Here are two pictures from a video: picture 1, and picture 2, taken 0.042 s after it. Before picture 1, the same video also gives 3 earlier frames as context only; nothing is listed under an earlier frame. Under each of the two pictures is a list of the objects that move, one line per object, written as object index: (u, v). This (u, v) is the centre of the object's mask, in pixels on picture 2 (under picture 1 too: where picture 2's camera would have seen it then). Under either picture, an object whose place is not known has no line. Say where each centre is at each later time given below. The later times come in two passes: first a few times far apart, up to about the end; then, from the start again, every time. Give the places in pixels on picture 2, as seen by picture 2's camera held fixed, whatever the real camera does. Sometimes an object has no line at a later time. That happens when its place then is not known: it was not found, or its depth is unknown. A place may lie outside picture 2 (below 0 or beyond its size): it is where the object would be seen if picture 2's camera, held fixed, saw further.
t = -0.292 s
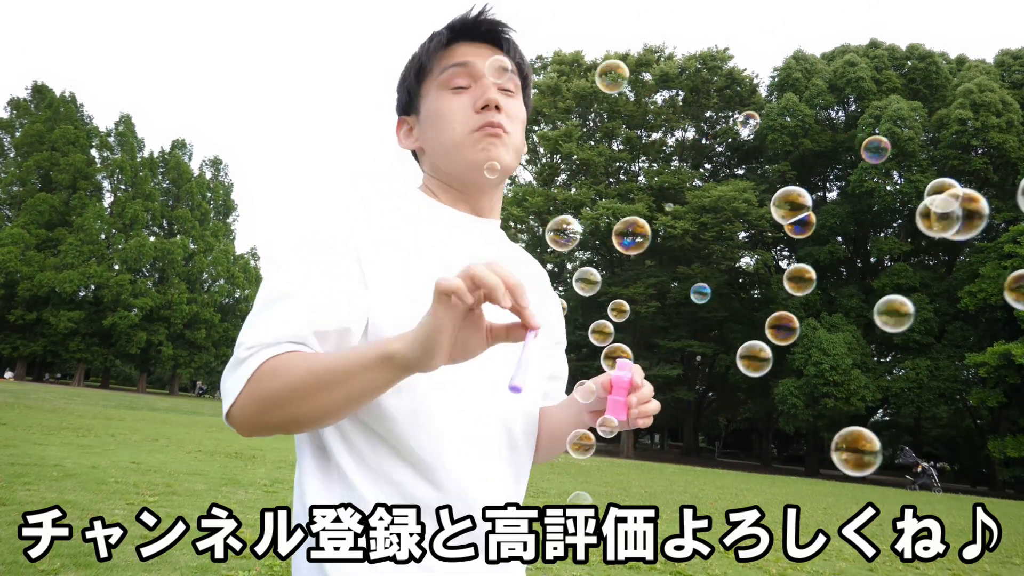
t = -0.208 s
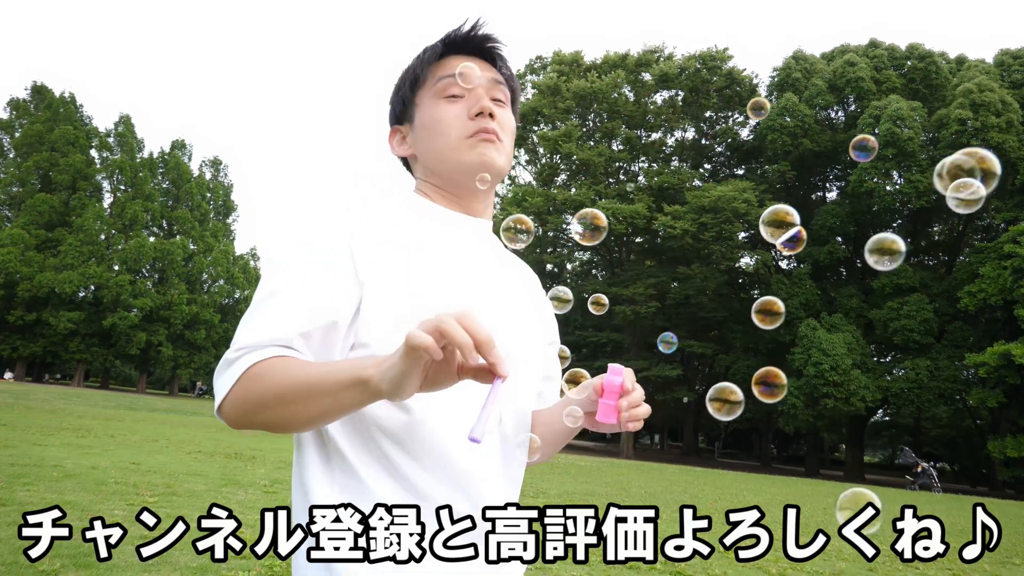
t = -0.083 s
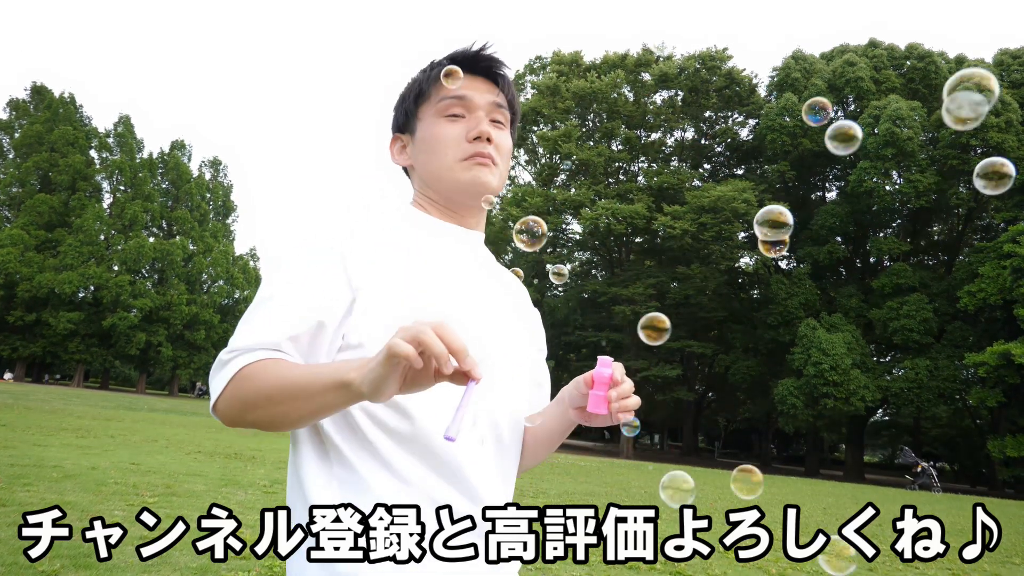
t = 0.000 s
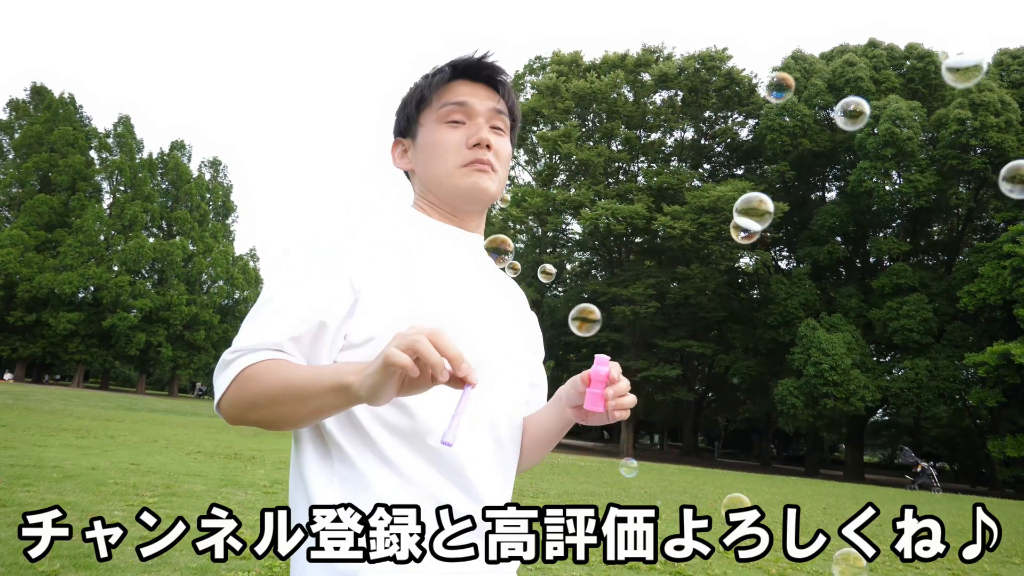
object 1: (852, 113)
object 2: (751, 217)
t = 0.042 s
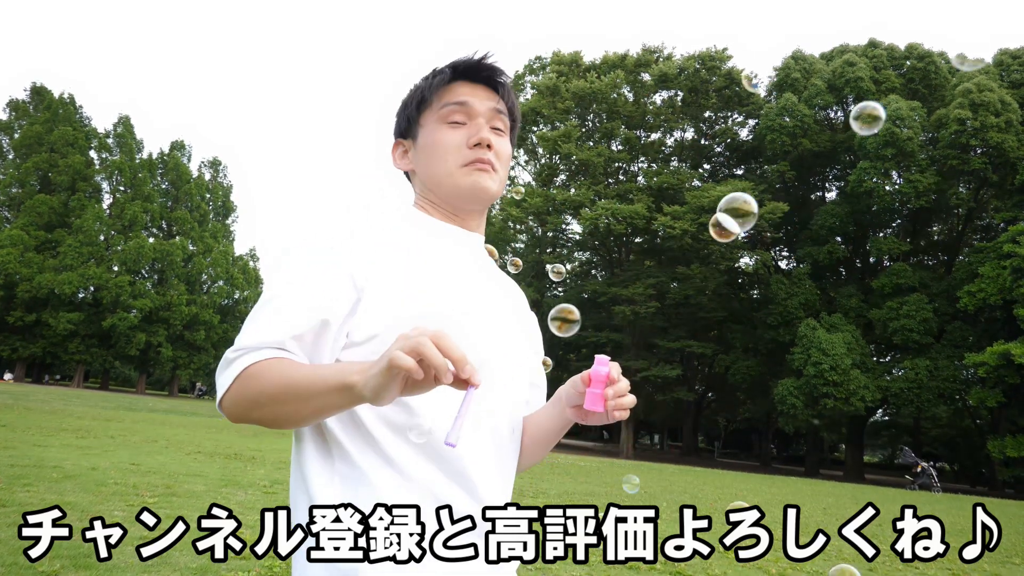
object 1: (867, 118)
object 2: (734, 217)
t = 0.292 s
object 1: (924, 126)
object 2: (770, 319)
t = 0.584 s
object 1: (982, 92)
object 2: (776, 281)
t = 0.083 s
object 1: (891, 128)
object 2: (718, 226)
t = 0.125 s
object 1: (920, 145)
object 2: (711, 244)
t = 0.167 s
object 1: (938, 158)
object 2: (715, 264)
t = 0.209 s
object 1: (944, 157)
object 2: (728, 283)
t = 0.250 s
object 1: (939, 144)
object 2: (748, 301)
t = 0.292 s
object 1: (924, 126)
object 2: (770, 319)
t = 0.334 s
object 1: (908, 113)
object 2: (795, 338)
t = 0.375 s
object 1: (896, 105)
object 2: (821, 362)
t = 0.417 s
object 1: (892, 101)
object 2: (835, 365)
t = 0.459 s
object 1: (900, 96)
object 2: (832, 346)
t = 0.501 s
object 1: (918, 92)
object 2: (815, 319)
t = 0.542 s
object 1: (946, 91)
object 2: (793, 298)
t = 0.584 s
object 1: (982, 92)
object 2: (776, 281)
